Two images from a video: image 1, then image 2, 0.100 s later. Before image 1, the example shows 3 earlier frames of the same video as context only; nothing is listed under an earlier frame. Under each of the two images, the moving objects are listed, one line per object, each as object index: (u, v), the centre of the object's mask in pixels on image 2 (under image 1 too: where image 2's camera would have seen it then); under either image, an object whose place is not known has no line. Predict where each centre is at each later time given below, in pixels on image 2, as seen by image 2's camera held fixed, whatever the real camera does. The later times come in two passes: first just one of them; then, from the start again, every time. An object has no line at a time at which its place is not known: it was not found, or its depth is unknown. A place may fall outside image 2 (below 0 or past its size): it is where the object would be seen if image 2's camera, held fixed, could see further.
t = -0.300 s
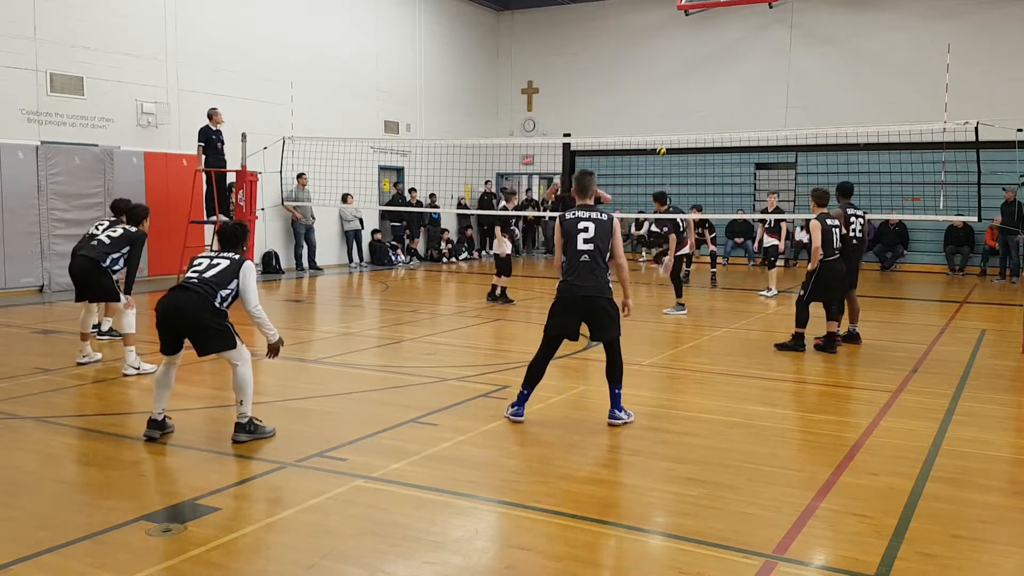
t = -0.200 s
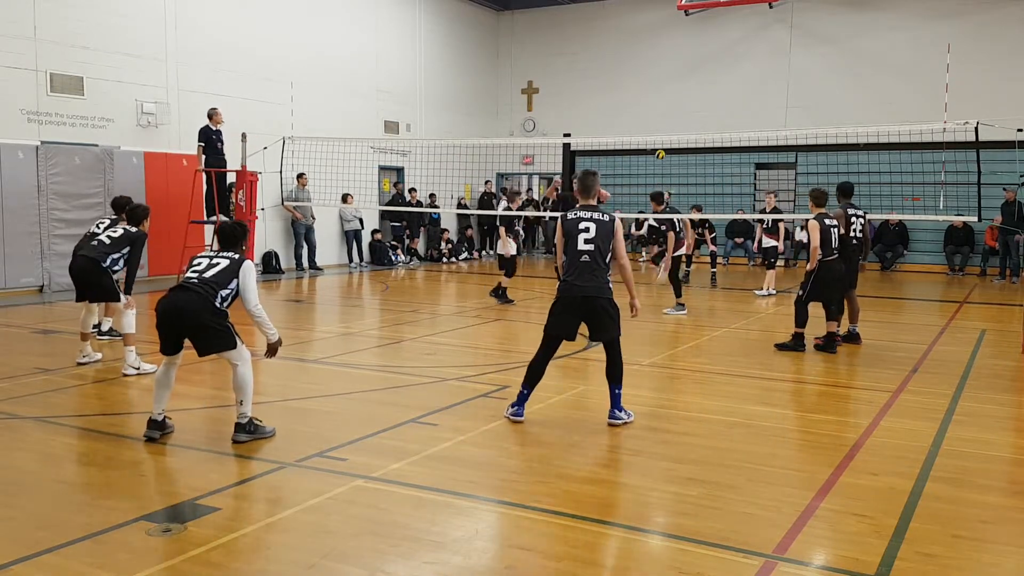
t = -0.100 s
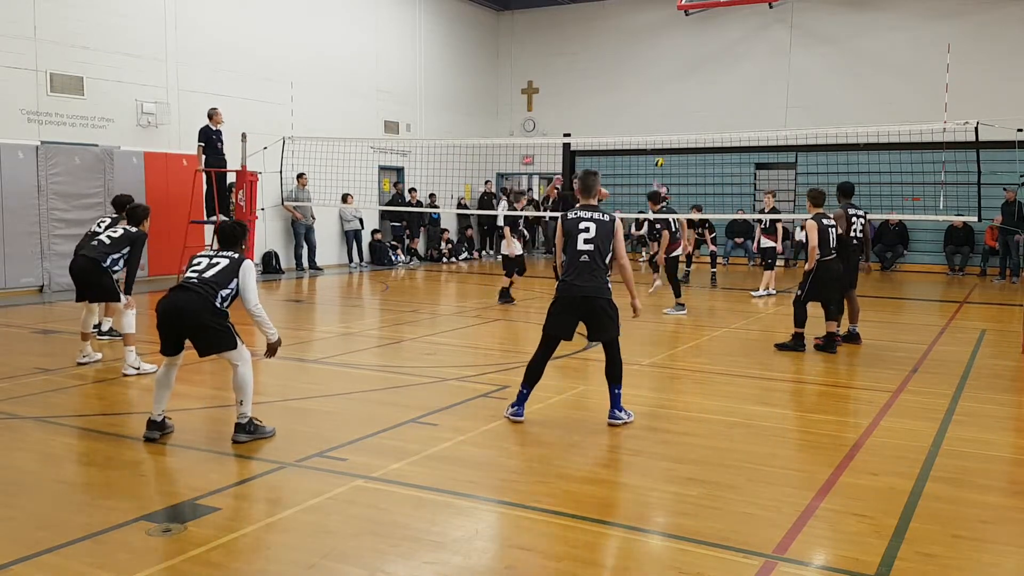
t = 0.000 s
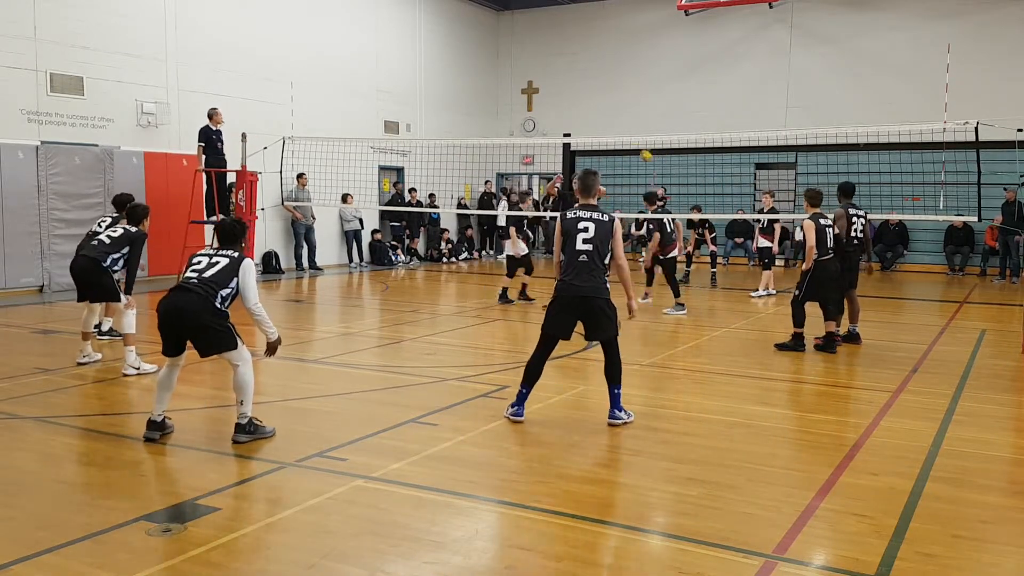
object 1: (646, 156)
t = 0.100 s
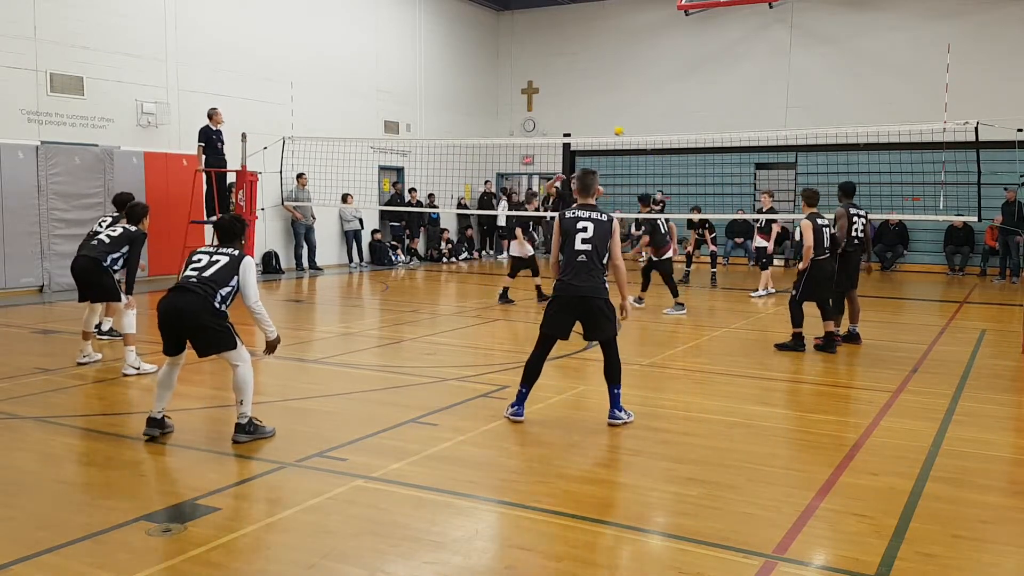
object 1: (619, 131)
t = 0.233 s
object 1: (578, 99)
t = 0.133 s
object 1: (609, 124)
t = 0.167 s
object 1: (599, 115)
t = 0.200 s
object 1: (589, 107)
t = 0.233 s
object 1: (578, 99)
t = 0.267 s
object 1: (567, 92)
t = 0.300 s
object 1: (556, 84)
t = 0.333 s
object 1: (545, 77)
